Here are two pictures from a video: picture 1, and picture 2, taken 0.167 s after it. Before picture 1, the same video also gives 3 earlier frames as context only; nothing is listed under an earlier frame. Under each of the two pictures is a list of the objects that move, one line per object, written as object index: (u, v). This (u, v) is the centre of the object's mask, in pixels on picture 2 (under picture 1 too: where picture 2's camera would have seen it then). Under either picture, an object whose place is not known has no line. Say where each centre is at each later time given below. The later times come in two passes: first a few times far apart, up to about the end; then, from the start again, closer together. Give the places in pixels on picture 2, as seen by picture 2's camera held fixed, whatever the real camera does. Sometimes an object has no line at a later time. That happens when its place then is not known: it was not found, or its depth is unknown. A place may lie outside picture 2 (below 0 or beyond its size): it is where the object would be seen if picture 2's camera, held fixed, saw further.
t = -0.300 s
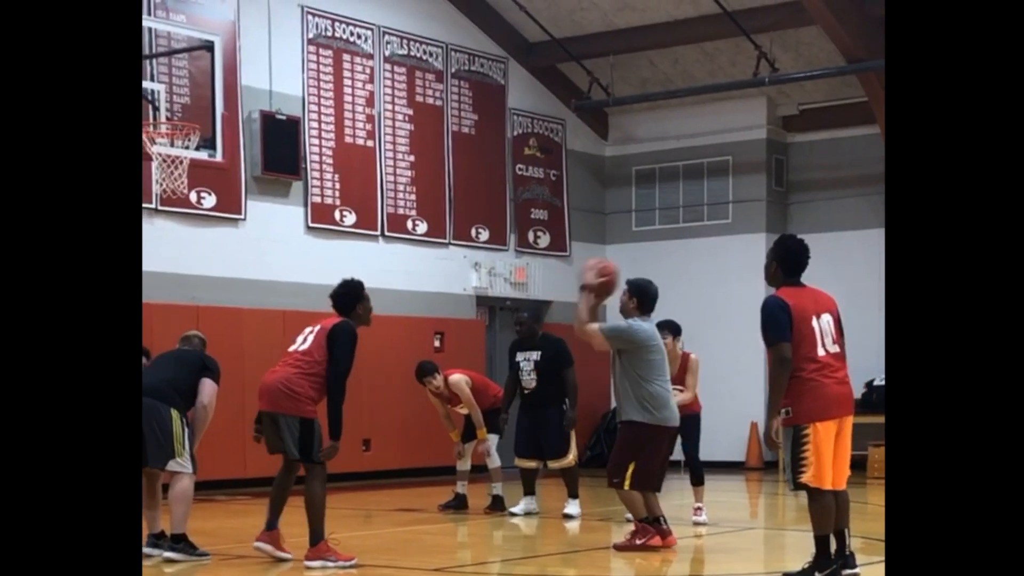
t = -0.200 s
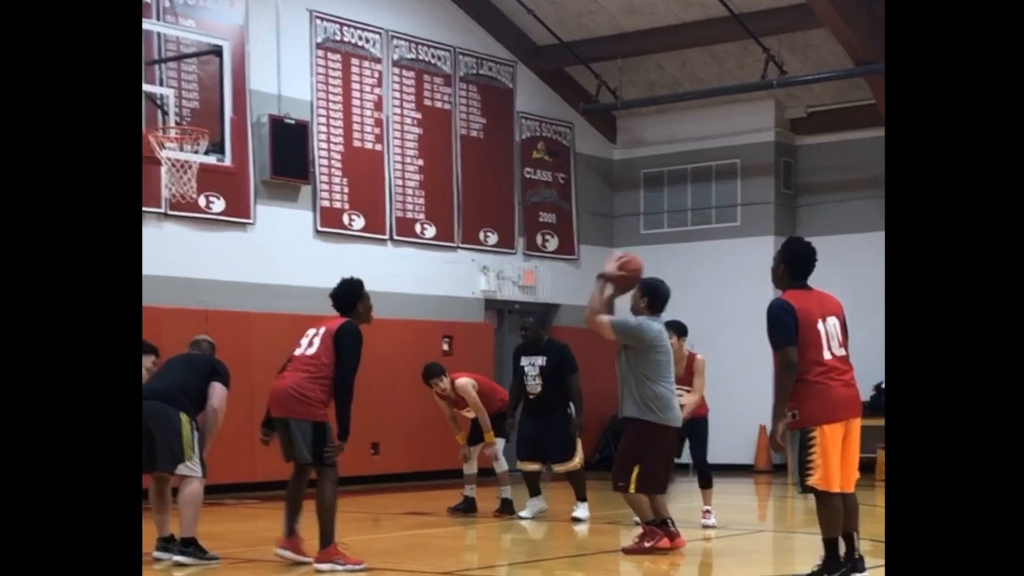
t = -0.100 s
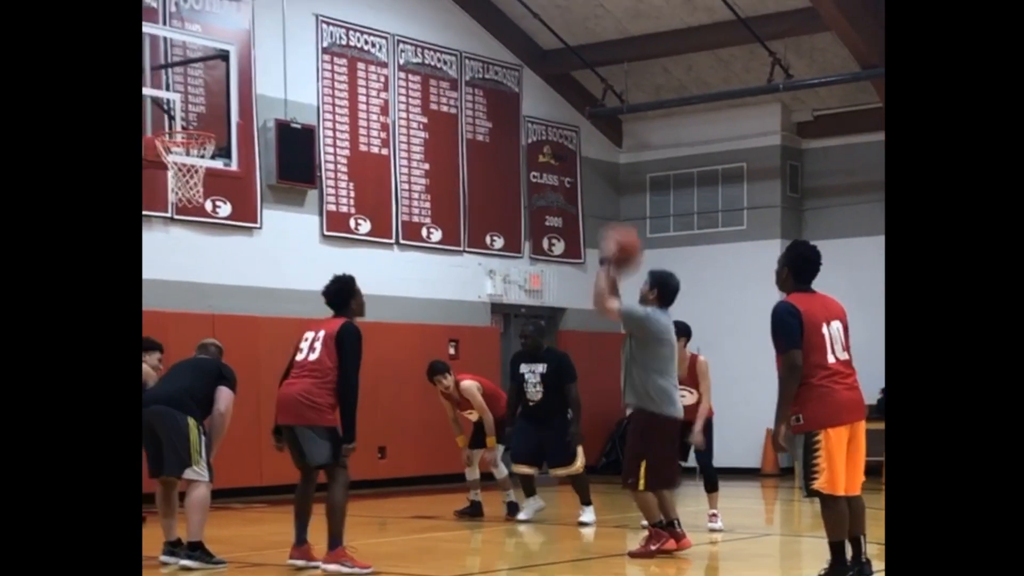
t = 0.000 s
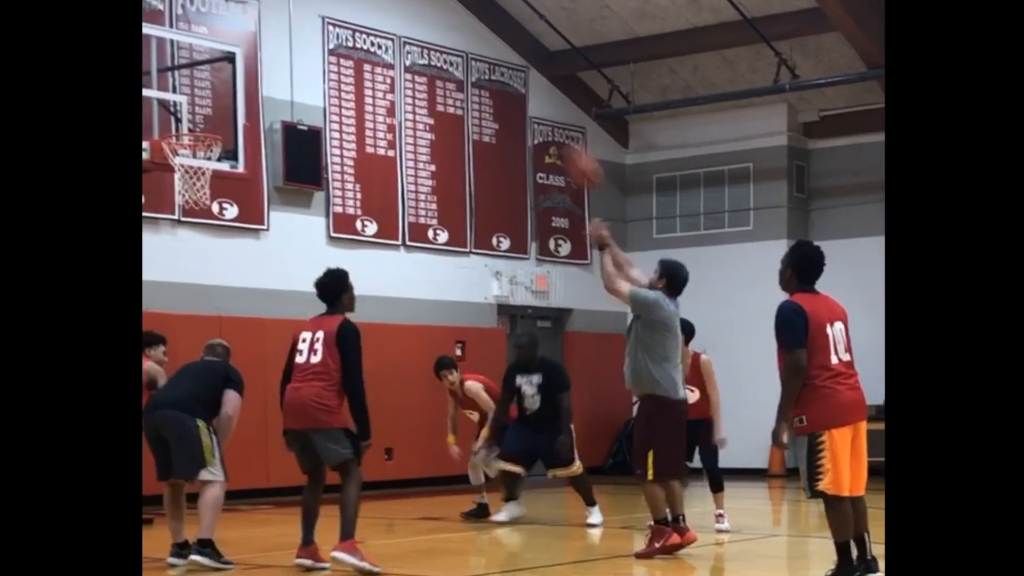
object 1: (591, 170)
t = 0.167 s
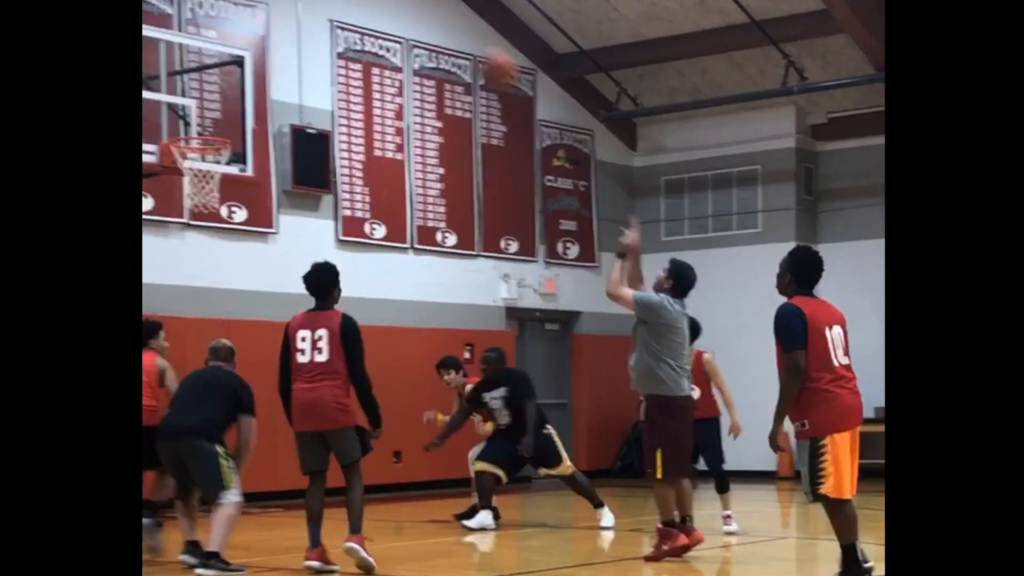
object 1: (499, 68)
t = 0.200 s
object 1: (481, 53)
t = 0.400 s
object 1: (386, 4)
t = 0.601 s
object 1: (301, 12)
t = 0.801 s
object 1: (222, 71)
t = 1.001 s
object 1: (172, 105)
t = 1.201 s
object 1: (185, 60)
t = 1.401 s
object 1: (200, 68)
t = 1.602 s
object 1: (215, 124)
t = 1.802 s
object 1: (170, 164)
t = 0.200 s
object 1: (481, 53)
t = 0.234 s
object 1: (464, 42)
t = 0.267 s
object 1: (448, 29)
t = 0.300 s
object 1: (431, 18)
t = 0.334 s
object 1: (416, 12)
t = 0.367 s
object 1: (400, 7)
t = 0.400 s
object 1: (386, 4)
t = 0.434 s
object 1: (370, 2)
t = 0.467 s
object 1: (356, 2)
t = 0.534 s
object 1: (328, 5)
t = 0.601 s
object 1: (301, 12)
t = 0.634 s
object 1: (285, 17)
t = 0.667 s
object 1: (272, 25)
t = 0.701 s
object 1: (259, 34)
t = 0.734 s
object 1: (247, 43)
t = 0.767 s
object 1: (232, 58)
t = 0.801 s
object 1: (222, 71)
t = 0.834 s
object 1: (211, 80)
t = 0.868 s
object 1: (198, 98)
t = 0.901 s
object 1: (188, 115)
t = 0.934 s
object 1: (176, 125)
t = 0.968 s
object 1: (175, 117)
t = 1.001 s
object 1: (172, 105)
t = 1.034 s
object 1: (173, 93)
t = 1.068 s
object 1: (176, 83)
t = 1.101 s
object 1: (178, 76)
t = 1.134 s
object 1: (181, 69)
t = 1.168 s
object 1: (183, 64)
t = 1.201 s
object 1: (185, 60)
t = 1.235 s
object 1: (188, 58)
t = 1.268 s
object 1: (190, 57)
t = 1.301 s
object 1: (192, 57)
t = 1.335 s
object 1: (195, 60)
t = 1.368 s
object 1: (197, 63)
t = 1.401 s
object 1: (200, 68)
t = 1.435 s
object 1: (202, 73)
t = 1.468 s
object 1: (205, 81)
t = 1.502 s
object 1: (208, 89)
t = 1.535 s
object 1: (211, 99)
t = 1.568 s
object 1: (213, 112)
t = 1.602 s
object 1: (215, 124)
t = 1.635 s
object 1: (217, 130)
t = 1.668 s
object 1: (205, 138)
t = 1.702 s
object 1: (197, 150)
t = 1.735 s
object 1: (184, 158)
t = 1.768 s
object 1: (173, 162)
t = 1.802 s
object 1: (170, 164)
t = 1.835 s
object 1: (169, 163)
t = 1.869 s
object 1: (166, 176)
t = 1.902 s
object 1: (165, 178)
